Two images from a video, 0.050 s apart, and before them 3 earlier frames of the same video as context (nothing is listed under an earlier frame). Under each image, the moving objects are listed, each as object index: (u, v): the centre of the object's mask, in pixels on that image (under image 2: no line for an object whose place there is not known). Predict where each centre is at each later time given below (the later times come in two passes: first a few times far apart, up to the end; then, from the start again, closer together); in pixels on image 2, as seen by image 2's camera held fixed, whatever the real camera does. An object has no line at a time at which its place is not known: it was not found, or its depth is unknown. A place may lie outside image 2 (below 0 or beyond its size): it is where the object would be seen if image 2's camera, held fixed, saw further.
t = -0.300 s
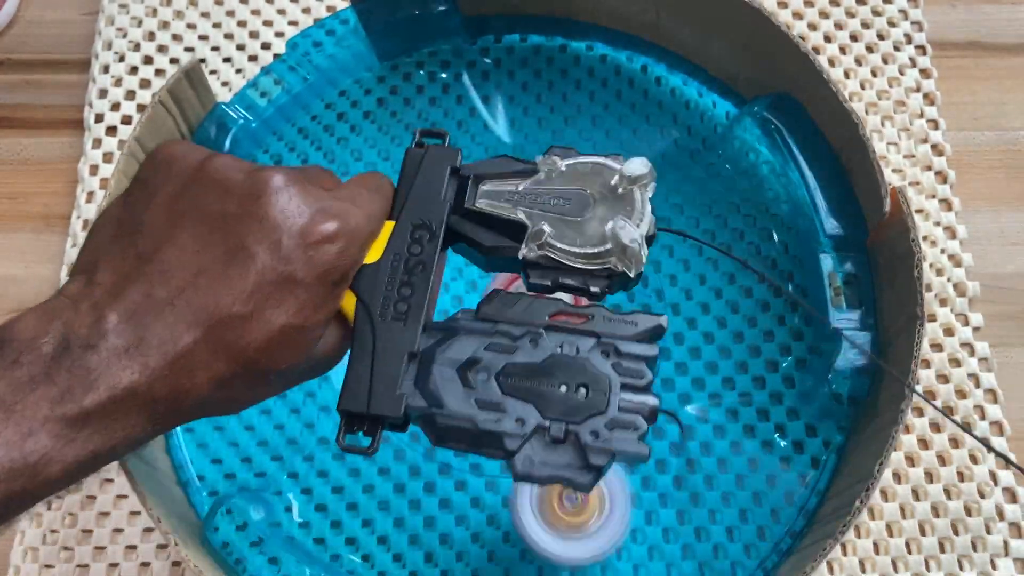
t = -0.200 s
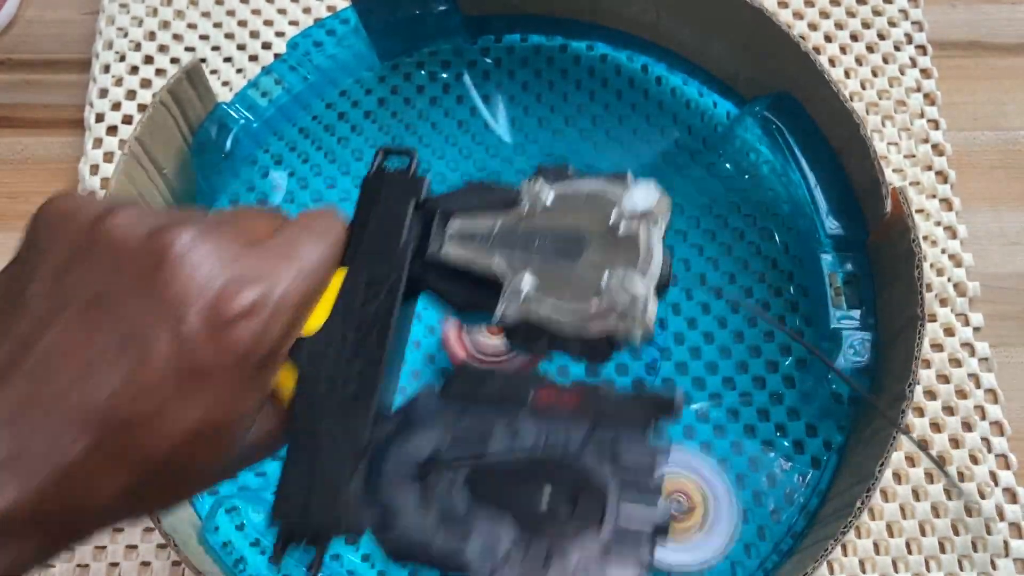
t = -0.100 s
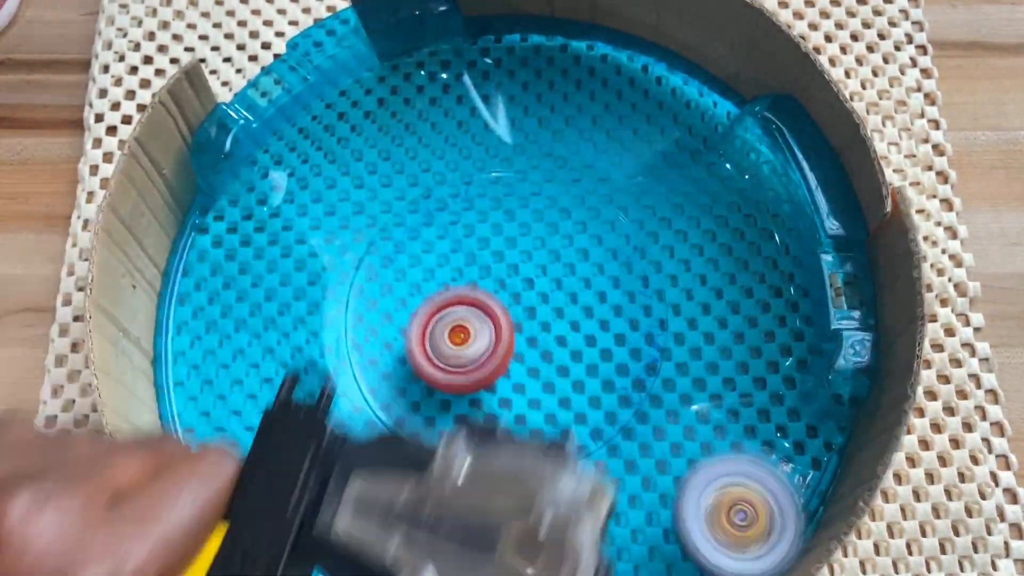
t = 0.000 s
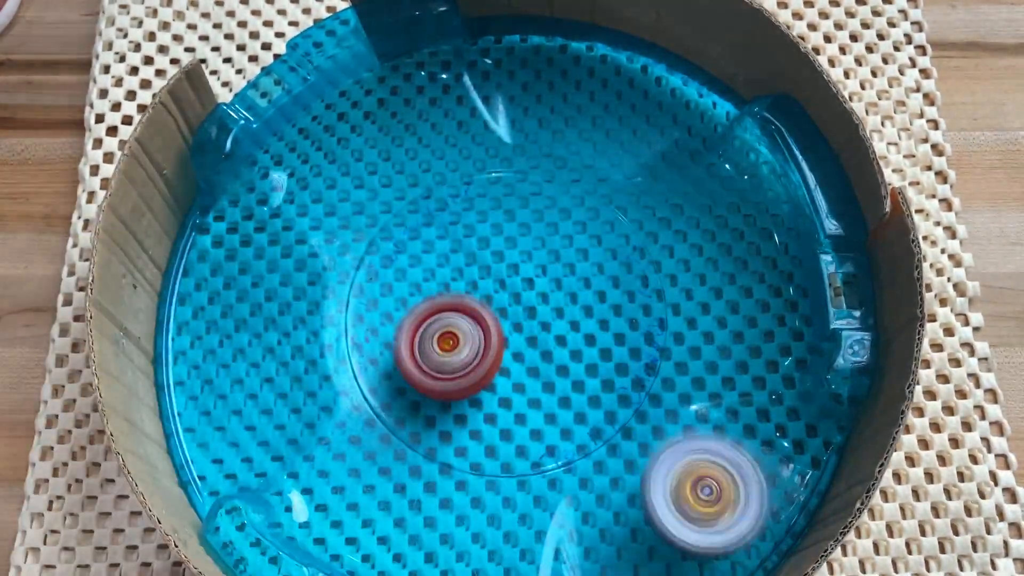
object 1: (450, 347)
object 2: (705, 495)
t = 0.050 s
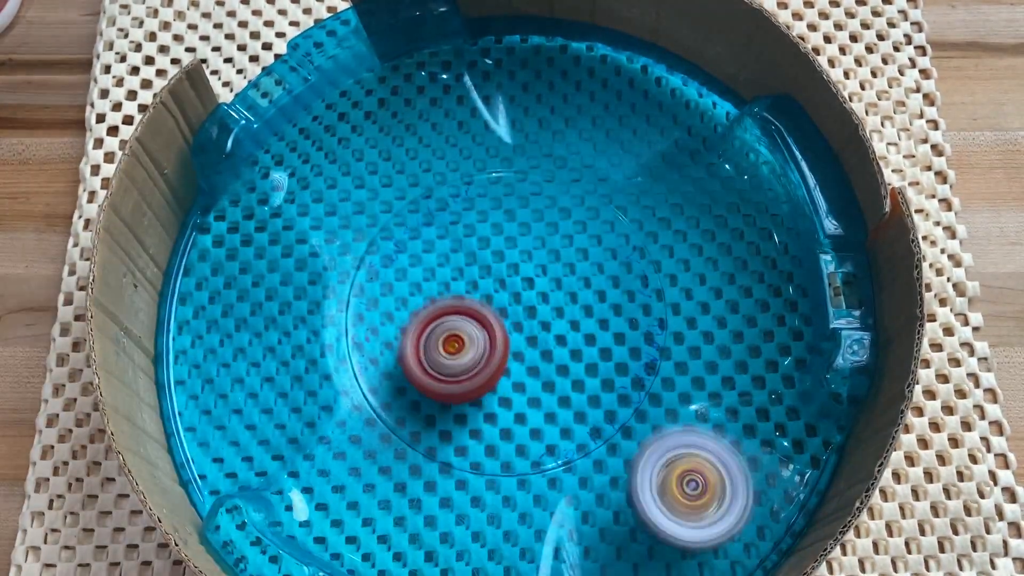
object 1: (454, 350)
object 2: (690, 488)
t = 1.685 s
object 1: (363, 296)
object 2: (688, 426)
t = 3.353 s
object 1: (324, 363)
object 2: (716, 377)
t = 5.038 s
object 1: (540, 319)
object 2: (270, 351)
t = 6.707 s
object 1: (622, 328)
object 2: (510, 221)
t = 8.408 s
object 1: (469, 360)
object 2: (582, 245)
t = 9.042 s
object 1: (437, 356)
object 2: (612, 326)
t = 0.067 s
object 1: (457, 351)
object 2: (687, 487)
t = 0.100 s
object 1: (465, 355)
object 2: (679, 490)
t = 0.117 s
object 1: (469, 357)
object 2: (676, 491)
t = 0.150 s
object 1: (480, 360)
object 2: (669, 495)
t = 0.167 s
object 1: (486, 362)
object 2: (667, 497)
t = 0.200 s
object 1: (500, 365)
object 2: (661, 501)
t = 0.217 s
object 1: (507, 365)
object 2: (659, 504)
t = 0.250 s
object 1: (522, 364)
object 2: (655, 507)
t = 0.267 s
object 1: (529, 363)
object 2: (654, 508)
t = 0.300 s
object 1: (541, 359)
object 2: (650, 512)
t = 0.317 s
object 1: (546, 355)
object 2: (648, 514)
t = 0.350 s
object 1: (553, 347)
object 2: (646, 517)
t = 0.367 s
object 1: (556, 342)
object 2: (645, 518)
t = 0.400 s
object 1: (559, 332)
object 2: (644, 520)
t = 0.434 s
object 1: (559, 320)
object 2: (643, 521)
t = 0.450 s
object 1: (557, 314)
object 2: (642, 522)
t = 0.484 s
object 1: (551, 302)
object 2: (642, 523)
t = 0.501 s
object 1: (547, 297)
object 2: (642, 523)
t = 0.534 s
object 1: (537, 287)
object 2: (642, 523)
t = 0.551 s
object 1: (532, 282)
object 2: (642, 522)
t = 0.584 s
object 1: (520, 274)
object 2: (642, 521)
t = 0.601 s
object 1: (514, 272)
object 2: (641, 521)
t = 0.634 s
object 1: (502, 269)
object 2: (641, 519)
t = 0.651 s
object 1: (496, 268)
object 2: (641, 518)
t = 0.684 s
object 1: (484, 269)
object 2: (641, 515)
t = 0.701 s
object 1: (478, 271)
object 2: (640, 514)
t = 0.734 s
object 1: (468, 277)
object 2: (638, 510)
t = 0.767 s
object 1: (459, 285)
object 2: (638, 504)
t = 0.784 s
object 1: (455, 290)
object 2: (637, 501)
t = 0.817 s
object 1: (450, 301)
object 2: (635, 495)
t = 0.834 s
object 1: (449, 307)
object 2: (635, 491)
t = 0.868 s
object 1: (447, 318)
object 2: (634, 484)
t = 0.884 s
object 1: (447, 324)
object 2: (633, 480)
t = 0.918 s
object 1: (450, 338)
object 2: (632, 473)
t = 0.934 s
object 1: (452, 343)
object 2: (632, 468)
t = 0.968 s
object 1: (458, 354)
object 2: (631, 458)
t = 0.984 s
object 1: (463, 359)
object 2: (630, 453)
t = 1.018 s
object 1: (473, 368)
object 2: (629, 445)
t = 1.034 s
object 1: (479, 371)
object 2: (627, 441)
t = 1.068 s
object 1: (492, 376)
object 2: (617, 432)
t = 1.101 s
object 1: (501, 373)
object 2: (609, 428)
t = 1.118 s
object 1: (484, 355)
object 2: (626, 438)
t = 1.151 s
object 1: (450, 318)
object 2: (661, 463)
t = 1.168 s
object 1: (434, 300)
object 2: (676, 474)
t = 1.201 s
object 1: (406, 267)
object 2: (705, 492)
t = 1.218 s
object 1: (393, 252)
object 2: (720, 499)
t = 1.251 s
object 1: (371, 224)
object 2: (746, 513)
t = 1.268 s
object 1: (363, 212)
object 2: (750, 516)
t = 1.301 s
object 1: (351, 194)
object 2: (736, 510)
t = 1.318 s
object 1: (346, 186)
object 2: (729, 507)
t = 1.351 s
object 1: (339, 176)
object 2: (719, 504)
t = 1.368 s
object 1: (336, 172)
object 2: (714, 502)
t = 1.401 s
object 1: (332, 169)
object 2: (708, 499)
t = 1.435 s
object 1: (329, 171)
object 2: (705, 494)
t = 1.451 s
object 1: (329, 173)
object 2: (703, 490)
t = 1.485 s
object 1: (329, 181)
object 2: (701, 482)
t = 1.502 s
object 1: (329, 186)
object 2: (699, 478)
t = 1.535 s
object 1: (331, 202)
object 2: (697, 470)
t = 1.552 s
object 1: (332, 208)
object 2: (696, 465)
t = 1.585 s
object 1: (336, 227)
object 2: (693, 455)
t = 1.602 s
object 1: (339, 238)
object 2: (692, 451)
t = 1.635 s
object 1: (346, 258)
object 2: (690, 441)
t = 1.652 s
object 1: (350, 271)
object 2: (690, 435)
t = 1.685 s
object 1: (363, 296)
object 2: (688, 426)
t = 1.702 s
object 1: (372, 308)
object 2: (686, 422)
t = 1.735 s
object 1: (392, 333)
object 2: (683, 413)
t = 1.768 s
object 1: (414, 356)
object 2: (680, 404)
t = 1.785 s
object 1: (426, 366)
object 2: (679, 400)
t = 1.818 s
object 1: (451, 383)
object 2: (678, 395)
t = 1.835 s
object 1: (464, 389)
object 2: (678, 395)
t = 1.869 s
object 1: (492, 398)
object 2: (679, 399)
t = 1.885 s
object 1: (506, 400)
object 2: (680, 401)
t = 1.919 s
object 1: (535, 399)
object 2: (683, 406)
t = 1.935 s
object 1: (548, 396)
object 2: (684, 407)
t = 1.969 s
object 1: (546, 377)
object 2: (717, 418)
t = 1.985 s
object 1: (512, 352)
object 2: (777, 437)
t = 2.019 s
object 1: (444, 299)
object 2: (773, 492)
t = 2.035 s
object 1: (413, 272)
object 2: (732, 512)
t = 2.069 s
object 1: (362, 221)
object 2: (657, 533)
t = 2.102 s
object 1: (318, 175)
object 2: (596, 538)
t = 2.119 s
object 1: (326, 173)
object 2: (569, 524)
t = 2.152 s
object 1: (359, 182)
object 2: (519, 480)
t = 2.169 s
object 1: (376, 191)
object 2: (494, 457)
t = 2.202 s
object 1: (412, 214)
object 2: (448, 417)
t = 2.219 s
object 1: (430, 225)
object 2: (429, 402)
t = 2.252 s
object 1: (465, 244)
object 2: (398, 348)
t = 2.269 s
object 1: (483, 255)
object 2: (381, 328)
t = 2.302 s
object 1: (518, 276)
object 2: (357, 285)
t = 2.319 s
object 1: (534, 284)
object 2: (349, 263)
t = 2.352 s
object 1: (568, 302)
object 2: (343, 224)
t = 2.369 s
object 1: (584, 311)
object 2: (342, 205)
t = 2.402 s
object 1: (613, 327)
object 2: (344, 173)
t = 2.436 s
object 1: (638, 339)
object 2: (350, 145)
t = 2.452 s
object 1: (650, 343)
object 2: (358, 134)
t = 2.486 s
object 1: (668, 352)
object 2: (383, 124)
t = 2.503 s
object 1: (676, 355)
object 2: (396, 119)
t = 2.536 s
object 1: (683, 358)
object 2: (420, 112)
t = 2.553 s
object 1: (684, 359)
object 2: (431, 106)
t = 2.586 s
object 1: (682, 357)
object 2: (456, 100)
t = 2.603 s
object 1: (679, 356)
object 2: (470, 100)
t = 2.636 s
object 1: (667, 352)
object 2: (495, 99)
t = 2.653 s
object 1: (660, 348)
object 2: (506, 101)
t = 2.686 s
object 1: (643, 339)
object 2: (530, 100)
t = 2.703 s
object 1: (632, 334)
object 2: (540, 99)
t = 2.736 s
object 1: (612, 323)
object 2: (553, 100)
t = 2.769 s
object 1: (592, 310)
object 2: (561, 102)
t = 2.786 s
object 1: (582, 304)
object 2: (562, 105)
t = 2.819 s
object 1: (562, 291)
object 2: (566, 111)
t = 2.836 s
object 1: (552, 285)
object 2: (567, 112)
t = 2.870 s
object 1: (533, 273)
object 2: (567, 120)
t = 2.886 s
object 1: (524, 268)
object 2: (566, 123)
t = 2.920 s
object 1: (509, 257)
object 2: (567, 131)
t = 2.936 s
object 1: (503, 253)
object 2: (568, 134)
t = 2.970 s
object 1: (491, 247)
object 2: (568, 146)
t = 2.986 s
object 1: (487, 246)
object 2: (567, 155)
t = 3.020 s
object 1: (479, 244)
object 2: (569, 177)
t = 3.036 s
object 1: (475, 246)
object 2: (575, 189)
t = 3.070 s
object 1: (459, 255)
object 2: (593, 210)
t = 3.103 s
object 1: (447, 267)
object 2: (606, 232)
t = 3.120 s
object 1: (443, 273)
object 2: (609, 242)
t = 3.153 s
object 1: (439, 289)
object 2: (613, 265)
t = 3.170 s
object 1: (438, 297)
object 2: (615, 279)
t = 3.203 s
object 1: (441, 315)
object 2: (612, 303)
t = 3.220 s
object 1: (443, 324)
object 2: (608, 312)
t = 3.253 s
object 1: (451, 341)
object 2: (598, 334)
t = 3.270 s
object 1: (457, 350)
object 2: (592, 345)
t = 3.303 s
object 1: (462, 363)
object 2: (586, 360)
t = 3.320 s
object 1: (418, 367)
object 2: (631, 368)
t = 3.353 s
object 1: (324, 363)
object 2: (716, 377)
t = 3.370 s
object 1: (282, 362)
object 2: (758, 382)
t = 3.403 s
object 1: (202, 365)
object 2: (775, 406)
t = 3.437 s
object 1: (233, 365)
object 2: (782, 434)
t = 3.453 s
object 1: (249, 364)
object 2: (785, 451)
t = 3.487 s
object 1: (283, 366)
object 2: (779, 486)
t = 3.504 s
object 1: (298, 366)
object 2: (773, 496)
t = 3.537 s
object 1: (330, 368)
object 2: (749, 509)
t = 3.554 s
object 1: (346, 370)
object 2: (734, 517)
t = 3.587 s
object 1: (381, 375)
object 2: (707, 523)
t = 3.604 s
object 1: (399, 377)
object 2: (695, 529)
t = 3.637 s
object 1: (435, 382)
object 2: (682, 535)
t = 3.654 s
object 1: (453, 382)
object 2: (672, 535)
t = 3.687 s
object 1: (487, 385)
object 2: (654, 542)
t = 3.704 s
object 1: (504, 384)
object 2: (649, 543)
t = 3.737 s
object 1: (533, 382)
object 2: (629, 543)
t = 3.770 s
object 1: (559, 376)
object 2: (613, 547)
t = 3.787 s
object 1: (570, 372)
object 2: (609, 546)
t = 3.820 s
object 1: (589, 362)
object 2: (603, 539)
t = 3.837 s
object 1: (598, 356)
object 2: (602, 536)
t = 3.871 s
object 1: (609, 344)
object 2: (600, 532)
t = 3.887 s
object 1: (613, 337)
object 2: (598, 529)
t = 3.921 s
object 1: (617, 321)
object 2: (591, 525)
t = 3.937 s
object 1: (618, 315)
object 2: (589, 521)
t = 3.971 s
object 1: (617, 301)
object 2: (585, 506)
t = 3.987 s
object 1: (614, 295)
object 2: (583, 497)
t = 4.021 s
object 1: (607, 285)
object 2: (577, 479)
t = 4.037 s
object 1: (603, 281)
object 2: (574, 469)
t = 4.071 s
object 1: (592, 276)
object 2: (563, 450)
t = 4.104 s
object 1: (579, 271)
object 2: (548, 432)
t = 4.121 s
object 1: (573, 271)
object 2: (540, 425)
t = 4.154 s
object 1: (561, 270)
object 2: (525, 412)
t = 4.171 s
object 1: (554, 271)
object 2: (519, 405)
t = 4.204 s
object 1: (543, 273)
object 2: (506, 390)
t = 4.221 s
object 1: (537, 274)
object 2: (501, 383)
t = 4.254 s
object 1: (532, 269)
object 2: (487, 378)
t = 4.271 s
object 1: (534, 259)
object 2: (476, 382)
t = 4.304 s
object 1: (538, 241)
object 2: (456, 383)
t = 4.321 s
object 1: (539, 234)
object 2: (448, 383)
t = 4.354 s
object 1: (540, 223)
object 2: (437, 379)
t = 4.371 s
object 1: (540, 219)
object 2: (433, 376)
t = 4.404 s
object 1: (538, 215)
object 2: (425, 366)
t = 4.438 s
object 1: (535, 214)
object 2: (418, 353)
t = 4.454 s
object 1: (532, 216)
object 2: (416, 346)
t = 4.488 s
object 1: (527, 222)
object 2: (412, 326)
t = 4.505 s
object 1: (522, 226)
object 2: (409, 318)
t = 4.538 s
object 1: (516, 235)
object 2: (409, 304)
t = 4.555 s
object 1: (511, 241)
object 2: (409, 299)
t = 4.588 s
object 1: (520, 250)
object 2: (400, 290)
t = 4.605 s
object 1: (536, 249)
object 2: (381, 291)
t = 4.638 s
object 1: (570, 248)
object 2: (355, 288)
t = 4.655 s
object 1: (584, 248)
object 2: (349, 285)
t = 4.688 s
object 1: (612, 246)
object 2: (338, 282)
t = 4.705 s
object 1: (622, 247)
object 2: (334, 278)
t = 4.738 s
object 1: (641, 246)
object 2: (329, 273)
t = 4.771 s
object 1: (654, 247)
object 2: (324, 269)
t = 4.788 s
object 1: (654, 248)
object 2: (321, 270)
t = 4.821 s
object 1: (654, 255)
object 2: (318, 277)
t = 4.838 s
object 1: (649, 259)
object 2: (317, 282)
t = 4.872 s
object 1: (633, 270)
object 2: (310, 292)
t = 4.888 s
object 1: (624, 277)
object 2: (307, 296)
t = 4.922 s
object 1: (606, 286)
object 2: (299, 306)
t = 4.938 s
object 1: (596, 293)
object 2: (295, 312)
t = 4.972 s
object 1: (577, 300)
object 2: (288, 325)
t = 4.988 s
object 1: (568, 306)
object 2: (284, 331)
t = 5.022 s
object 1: (548, 314)
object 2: (275, 344)
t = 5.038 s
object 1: (540, 319)
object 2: (270, 351)
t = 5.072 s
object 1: (523, 326)
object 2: (261, 366)
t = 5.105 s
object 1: (506, 335)
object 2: (252, 379)
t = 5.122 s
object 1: (500, 337)
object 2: (247, 385)
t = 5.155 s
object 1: (487, 345)
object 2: (236, 398)
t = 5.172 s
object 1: (483, 347)
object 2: (231, 405)
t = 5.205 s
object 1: (474, 354)
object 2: (226, 418)
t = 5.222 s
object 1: (471, 355)
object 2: (222, 423)
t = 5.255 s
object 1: (467, 362)
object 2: (221, 432)
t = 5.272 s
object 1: (466, 363)
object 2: (224, 433)
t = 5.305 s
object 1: (467, 367)
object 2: (231, 436)
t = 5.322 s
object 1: (466, 370)
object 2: (234, 439)
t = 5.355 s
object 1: (469, 370)
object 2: (239, 437)
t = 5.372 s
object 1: (472, 372)
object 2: (240, 429)
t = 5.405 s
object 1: (476, 371)
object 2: (244, 420)
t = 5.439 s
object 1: (483, 370)
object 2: (250, 415)
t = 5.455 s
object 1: (487, 368)
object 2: (253, 414)
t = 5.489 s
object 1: (494, 366)
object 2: (263, 412)
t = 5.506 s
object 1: (500, 363)
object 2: (269, 411)
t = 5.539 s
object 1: (507, 358)
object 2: (278, 409)
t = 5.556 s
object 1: (512, 354)
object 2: (283, 409)
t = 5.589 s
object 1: (520, 349)
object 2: (289, 406)
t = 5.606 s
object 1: (522, 347)
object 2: (292, 405)
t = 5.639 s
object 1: (528, 341)
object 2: (301, 400)
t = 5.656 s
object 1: (531, 339)
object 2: (306, 398)
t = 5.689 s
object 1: (532, 334)
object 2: (314, 390)
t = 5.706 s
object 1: (533, 334)
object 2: (318, 387)
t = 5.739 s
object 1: (533, 330)
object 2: (329, 377)
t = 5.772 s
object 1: (531, 327)
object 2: (343, 367)
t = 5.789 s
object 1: (530, 326)
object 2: (350, 359)
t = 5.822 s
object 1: (526, 325)
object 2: (368, 344)
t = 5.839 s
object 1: (522, 323)
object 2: (377, 334)
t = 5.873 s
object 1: (518, 323)
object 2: (395, 319)
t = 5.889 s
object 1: (514, 322)
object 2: (403, 313)
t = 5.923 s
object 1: (522, 317)
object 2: (403, 303)
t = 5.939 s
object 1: (527, 315)
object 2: (403, 298)
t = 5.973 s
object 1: (534, 313)
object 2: (411, 288)
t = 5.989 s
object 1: (537, 311)
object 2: (415, 283)
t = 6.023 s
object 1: (537, 308)
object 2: (425, 273)
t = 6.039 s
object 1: (537, 306)
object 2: (430, 269)
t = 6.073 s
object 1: (549, 307)
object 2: (429, 259)
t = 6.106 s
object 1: (564, 312)
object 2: (425, 250)
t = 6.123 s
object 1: (569, 313)
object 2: (425, 246)
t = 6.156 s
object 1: (579, 314)
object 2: (428, 240)
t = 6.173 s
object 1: (583, 314)
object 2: (431, 237)
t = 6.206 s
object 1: (588, 312)
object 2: (439, 232)
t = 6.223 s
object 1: (590, 310)
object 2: (443, 230)
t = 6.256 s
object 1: (591, 305)
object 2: (450, 226)
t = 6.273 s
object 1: (590, 301)
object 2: (455, 224)
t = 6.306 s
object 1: (590, 294)
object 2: (464, 221)
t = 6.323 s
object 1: (589, 291)
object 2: (469, 220)
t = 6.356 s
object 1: (586, 284)
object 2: (479, 219)
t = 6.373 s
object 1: (585, 281)
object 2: (484, 220)
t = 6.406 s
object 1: (588, 284)
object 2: (485, 215)
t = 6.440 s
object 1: (600, 295)
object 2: (480, 207)
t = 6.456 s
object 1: (605, 299)
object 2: (478, 205)
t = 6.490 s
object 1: (613, 308)
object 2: (479, 201)
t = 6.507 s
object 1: (615, 311)
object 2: (480, 199)
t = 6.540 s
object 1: (618, 316)
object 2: (484, 196)
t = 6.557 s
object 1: (619, 318)
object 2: (487, 196)
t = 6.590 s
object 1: (622, 321)
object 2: (493, 197)
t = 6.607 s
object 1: (622, 322)
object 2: (496, 199)
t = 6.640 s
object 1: (624, 324)
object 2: (503, 204)
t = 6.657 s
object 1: (624, 326)
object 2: (505, 208)
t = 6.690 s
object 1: (623, 327)
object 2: (508, 217)
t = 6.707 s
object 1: (622, 328)
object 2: (510, 221)
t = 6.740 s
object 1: (619, 329)
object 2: (512, 227)
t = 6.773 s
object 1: (612, 331)
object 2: (514, 236)
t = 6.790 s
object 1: (608, 332)
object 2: (515, 240)
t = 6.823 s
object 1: (600, 332)
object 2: (518, 250)
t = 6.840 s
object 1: (598, 333)
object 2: (519, 257)
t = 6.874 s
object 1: (612, 353)
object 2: (502, 254)
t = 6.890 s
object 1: (618, 362)
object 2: (496, 252)
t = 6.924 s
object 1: (627, 377)
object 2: (486, 255)
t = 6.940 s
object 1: (631, 383)
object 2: (483, 256)
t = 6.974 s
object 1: (633, 392)
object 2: (480, 262)
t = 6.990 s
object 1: (630, 394)
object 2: (477, 265)
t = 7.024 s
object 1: (622, 396)
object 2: (472, 270)
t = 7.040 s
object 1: (619, 395)
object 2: (472, 274)
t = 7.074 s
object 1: (610, 394)
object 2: (471, 283)
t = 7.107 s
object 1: (600, 392)
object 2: (468, 292)
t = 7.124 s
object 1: (594, 390)
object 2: (467, 295)
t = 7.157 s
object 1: (583, 388)
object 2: (463, 302)
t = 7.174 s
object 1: (578, 387)
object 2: (461, 304)
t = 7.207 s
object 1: (567, 384)
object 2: (460, 313)
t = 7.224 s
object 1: (560, 384)
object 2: (457, 316)
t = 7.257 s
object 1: (559, 391)
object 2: (446, 314)
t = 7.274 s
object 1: (563, 396)
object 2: (440, 309)
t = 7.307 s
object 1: (566, 405)
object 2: (431, 306)
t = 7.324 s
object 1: (564, 409)
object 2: (429, 305)
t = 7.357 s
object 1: (562, 414)
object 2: (425, 302)
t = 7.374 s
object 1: (562, 414)
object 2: (424, 301)
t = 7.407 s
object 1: (557, 415)
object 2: (424, 301)
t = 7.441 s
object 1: (550, 414)
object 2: (422, 301)
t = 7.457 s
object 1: (546, 413)
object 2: (422, 301)
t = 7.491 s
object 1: (539, 410)
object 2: (423, 300)
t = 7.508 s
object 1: (534, 407)
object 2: (424, 300)
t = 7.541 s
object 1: (526, 402)
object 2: (425, 303)
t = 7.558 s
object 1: (524, 399)
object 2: (426, 303)
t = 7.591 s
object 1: (516, 391)
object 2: (429, 300)
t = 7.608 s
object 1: (512, 387)
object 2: (431, 300)
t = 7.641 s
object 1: (508, 385)
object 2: (430, 294)
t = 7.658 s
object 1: (512, 391)
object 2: (427, 281)
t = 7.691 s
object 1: (518, 402)
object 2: (424, 256)
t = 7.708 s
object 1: (521, 406)
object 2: (425, 247)
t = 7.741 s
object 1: (524, 409)
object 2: (427, 233)
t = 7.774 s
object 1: (522, 407)
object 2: (432, 223)
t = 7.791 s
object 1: (521, 407)
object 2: (435, 218)
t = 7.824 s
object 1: (520, 402)
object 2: (443, 210)
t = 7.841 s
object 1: (517, 398)
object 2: (447, 207)
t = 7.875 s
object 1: (512, 389)
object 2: (454, 202)
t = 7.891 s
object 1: (509, 382)
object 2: (457, 200)
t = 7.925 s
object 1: (505, 372)
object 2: (467, 196)
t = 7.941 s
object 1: (504, 367)
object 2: (473, 196)
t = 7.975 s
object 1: (499, 353)
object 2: (481, 196)
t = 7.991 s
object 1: (497, 349)
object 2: (486, 196)
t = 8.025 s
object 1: (494, 337)
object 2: (495, 198)
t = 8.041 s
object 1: (492, 331)
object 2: (502, 199)
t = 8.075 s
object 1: (489, 318)
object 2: (510, 205)
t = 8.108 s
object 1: (485, 315)
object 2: (519, 204)
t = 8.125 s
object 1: (483, 322)
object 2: (525, 198)
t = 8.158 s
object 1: (478, 334)
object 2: (533, 195)
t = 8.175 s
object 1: (474, 339)
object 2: (536, 194)
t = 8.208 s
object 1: (468, 349)
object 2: (547, 196)
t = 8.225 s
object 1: (467, 355)
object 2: (552, 201)
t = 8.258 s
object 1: (464, 360)
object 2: (558, 206)
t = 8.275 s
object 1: (462, 363)
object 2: (562, 207)
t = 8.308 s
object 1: (462, 365)
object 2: (571, 217)
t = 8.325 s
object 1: (462, 366)
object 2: (572, 221)
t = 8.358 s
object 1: (463, 364)
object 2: (577, 227)
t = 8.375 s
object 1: (464, 362)
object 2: (581, 233)
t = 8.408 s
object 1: (469, 360)
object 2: (582, 245)
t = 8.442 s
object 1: (474, 355)
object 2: (584, 252)
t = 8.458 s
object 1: (477, 352)
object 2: (586, 259)
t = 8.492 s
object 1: (483, 348)
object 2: (584, 271)
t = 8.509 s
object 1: (487, 345)
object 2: (583, 275)
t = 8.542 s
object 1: (482, 346)
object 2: (590, 281)
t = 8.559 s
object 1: (470, 352)
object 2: (601, 276)
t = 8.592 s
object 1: (444, 363)
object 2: (626, 267)
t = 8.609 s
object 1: (433, 368)
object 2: (636, 267)
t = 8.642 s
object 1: (417, 375)
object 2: (644, 267)
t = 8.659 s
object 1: (410, 379)
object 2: (651, 268)
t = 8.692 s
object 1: (402, 382)
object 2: (657, 274)
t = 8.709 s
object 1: (399, 385)
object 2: (660, 275)
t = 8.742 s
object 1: (397, 386)
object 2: (662, 284)
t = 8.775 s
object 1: (399, 387)
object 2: (656, 293)
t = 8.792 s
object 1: (399, 387)
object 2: (658, 297)
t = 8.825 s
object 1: (401, 387)
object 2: (653, 305)
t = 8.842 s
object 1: (403, 387)
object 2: (654, 308)
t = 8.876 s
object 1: (405, 384)
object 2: (650, 312)
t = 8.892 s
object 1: (407, 383)
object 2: (648, 313)
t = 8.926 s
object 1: (413, 378)
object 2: (642, 317)
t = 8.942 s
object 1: (416, 375)
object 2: (639, 319)
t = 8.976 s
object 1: (424, 370)
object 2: (630, 321)
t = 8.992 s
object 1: (426, 366)
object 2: (626, 323)
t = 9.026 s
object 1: (434, 361)
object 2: (616, 327)
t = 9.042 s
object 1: (437, 356)
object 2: (612, 326)
